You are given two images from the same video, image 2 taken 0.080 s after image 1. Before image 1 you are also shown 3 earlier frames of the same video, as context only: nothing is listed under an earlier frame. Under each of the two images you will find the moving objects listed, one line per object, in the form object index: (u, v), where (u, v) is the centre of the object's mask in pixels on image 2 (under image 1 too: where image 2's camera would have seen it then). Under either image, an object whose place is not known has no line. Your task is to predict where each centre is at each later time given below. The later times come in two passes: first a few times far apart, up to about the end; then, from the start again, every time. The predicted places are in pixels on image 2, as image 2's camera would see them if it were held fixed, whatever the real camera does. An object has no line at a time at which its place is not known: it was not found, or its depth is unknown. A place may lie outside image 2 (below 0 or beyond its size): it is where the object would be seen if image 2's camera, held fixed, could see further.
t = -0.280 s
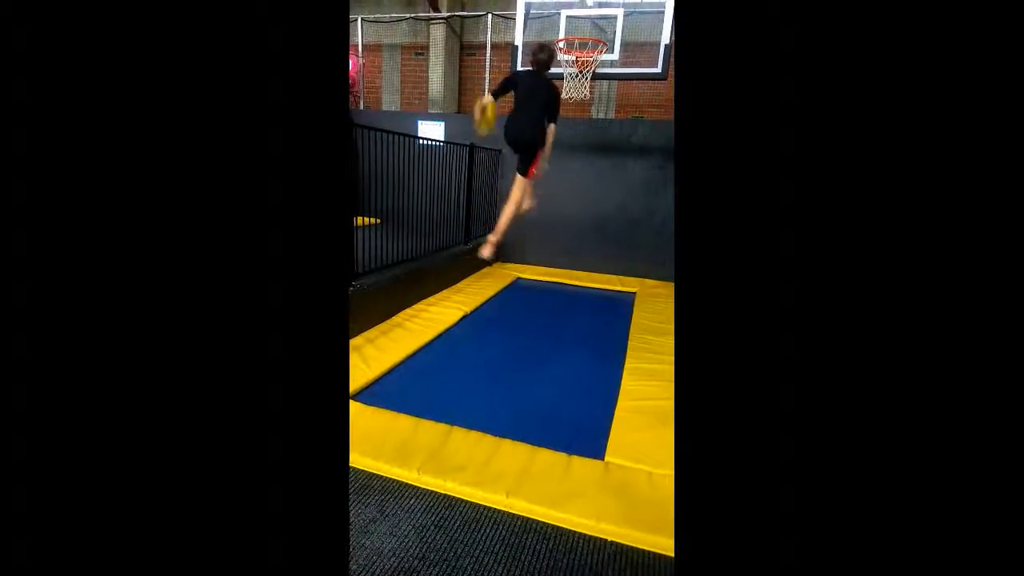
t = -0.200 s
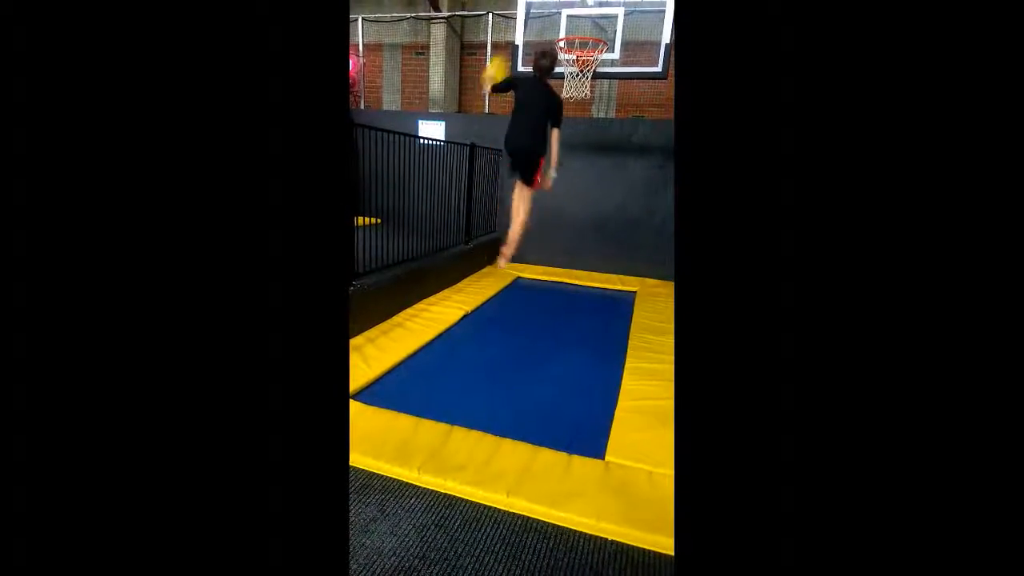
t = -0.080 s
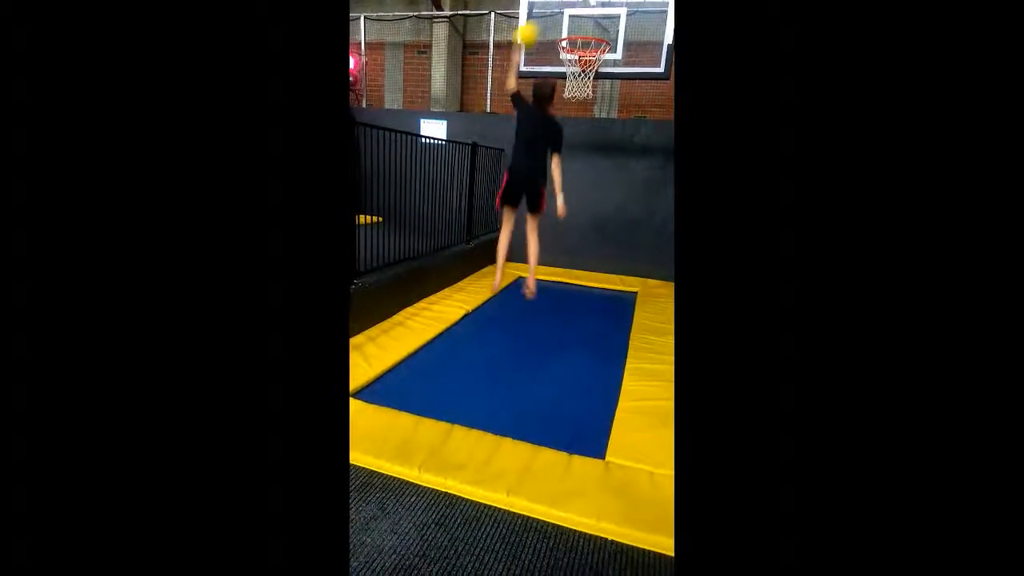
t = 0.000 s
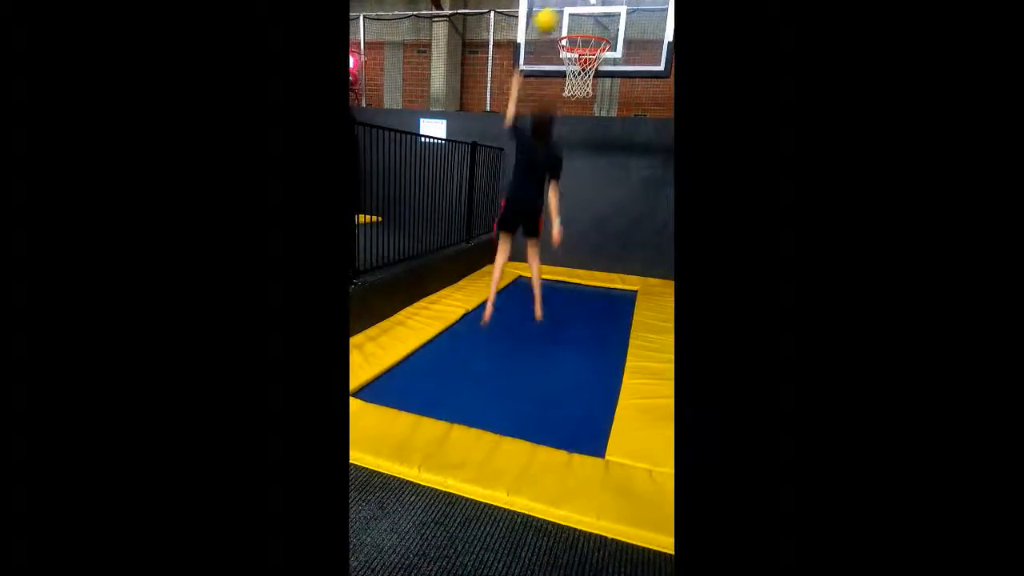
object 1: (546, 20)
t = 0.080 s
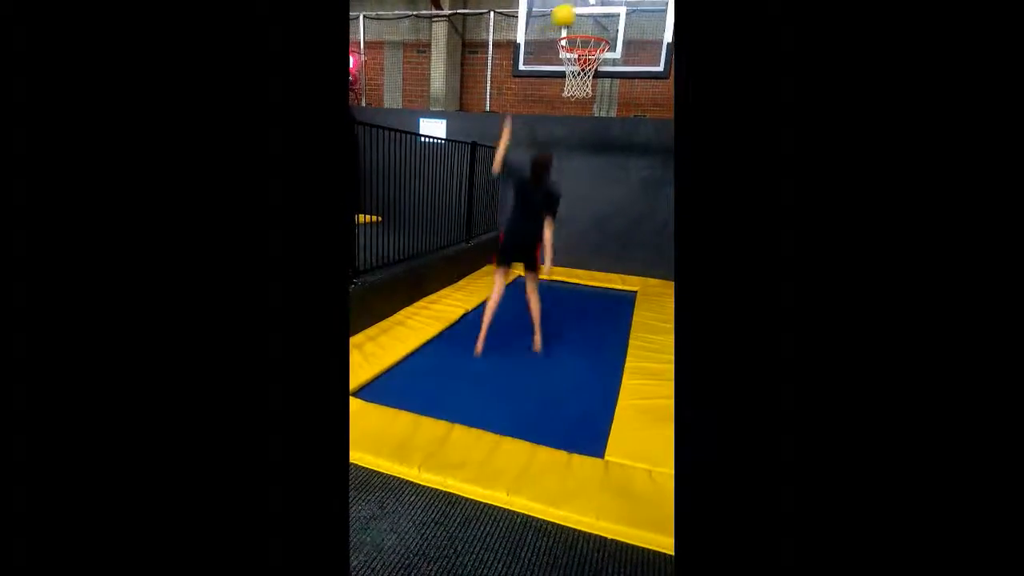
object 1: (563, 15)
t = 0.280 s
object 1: (606, 31)
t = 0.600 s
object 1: (618, 32)
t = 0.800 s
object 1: (629, 75)
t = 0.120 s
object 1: (573, 15)
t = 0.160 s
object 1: (582, 16)
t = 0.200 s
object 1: (591, 22)
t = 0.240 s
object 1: (599, 26)
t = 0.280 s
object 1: (606, 31)
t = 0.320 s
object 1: (608, 28)
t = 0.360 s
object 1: (611, 24)
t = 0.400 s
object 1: (613, 21)
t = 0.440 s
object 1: (613, 20)
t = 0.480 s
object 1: (615, 20)
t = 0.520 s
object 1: (616, 22)
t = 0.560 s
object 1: (617, 25)
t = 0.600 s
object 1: (618, 32)
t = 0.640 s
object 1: (618, 39)
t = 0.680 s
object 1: (621, 46)
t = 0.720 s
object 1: (624, 54)
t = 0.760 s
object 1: (625, 63)
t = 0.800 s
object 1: (629, 75)
